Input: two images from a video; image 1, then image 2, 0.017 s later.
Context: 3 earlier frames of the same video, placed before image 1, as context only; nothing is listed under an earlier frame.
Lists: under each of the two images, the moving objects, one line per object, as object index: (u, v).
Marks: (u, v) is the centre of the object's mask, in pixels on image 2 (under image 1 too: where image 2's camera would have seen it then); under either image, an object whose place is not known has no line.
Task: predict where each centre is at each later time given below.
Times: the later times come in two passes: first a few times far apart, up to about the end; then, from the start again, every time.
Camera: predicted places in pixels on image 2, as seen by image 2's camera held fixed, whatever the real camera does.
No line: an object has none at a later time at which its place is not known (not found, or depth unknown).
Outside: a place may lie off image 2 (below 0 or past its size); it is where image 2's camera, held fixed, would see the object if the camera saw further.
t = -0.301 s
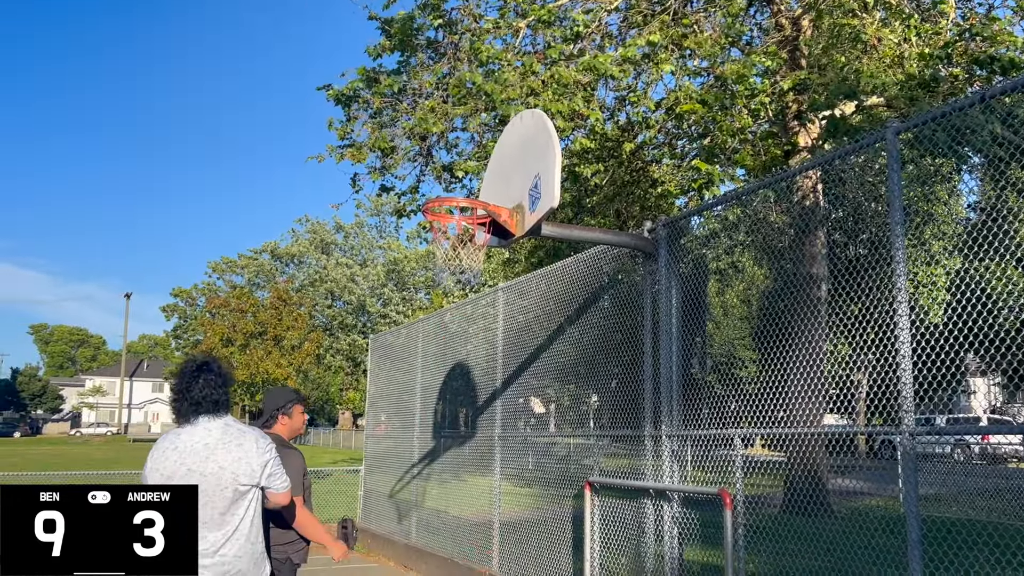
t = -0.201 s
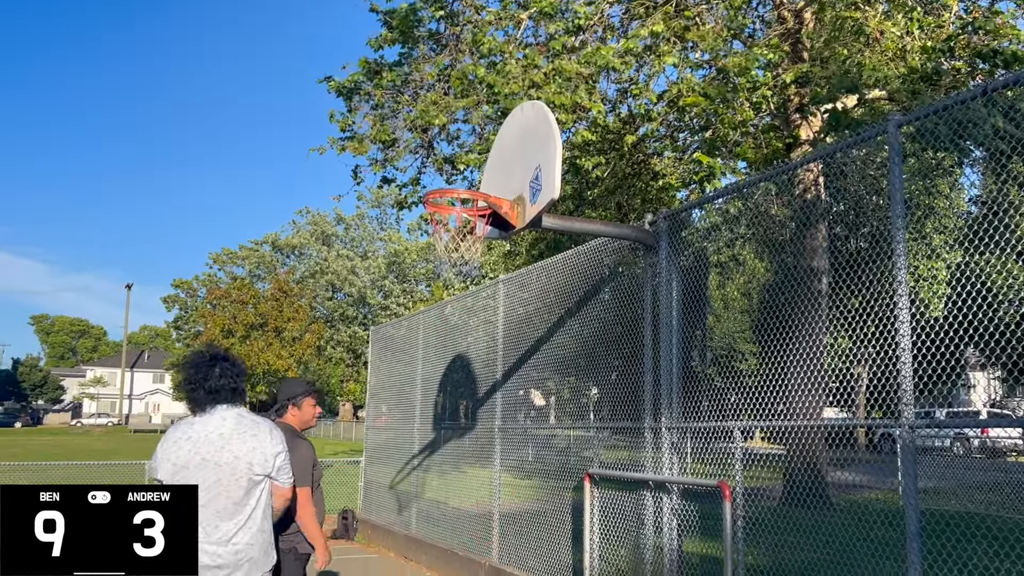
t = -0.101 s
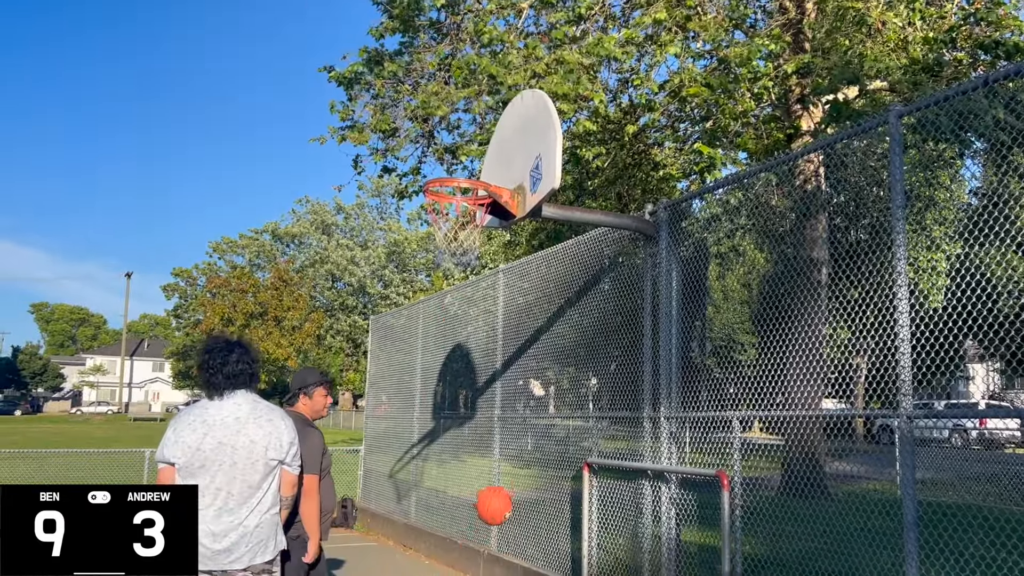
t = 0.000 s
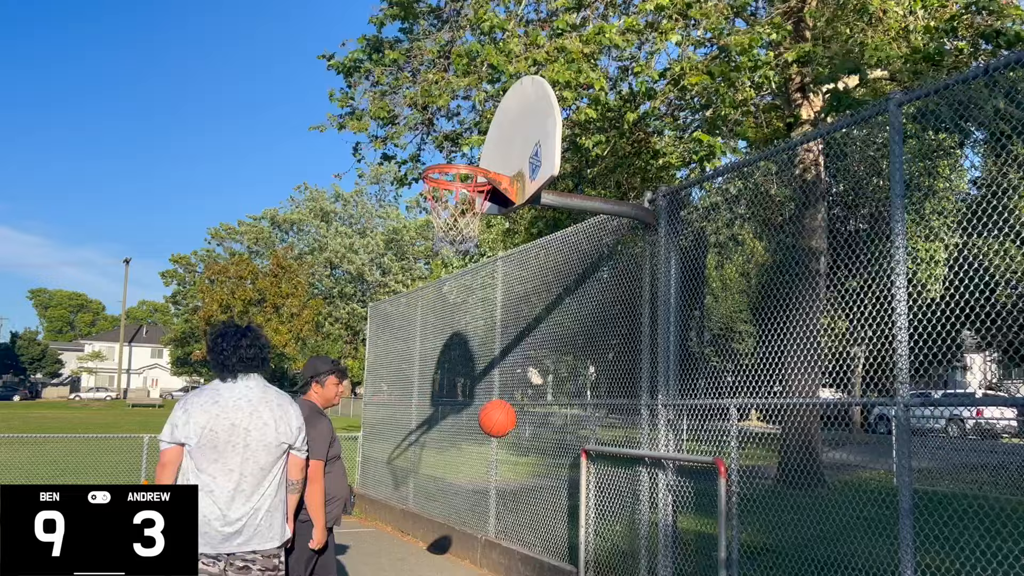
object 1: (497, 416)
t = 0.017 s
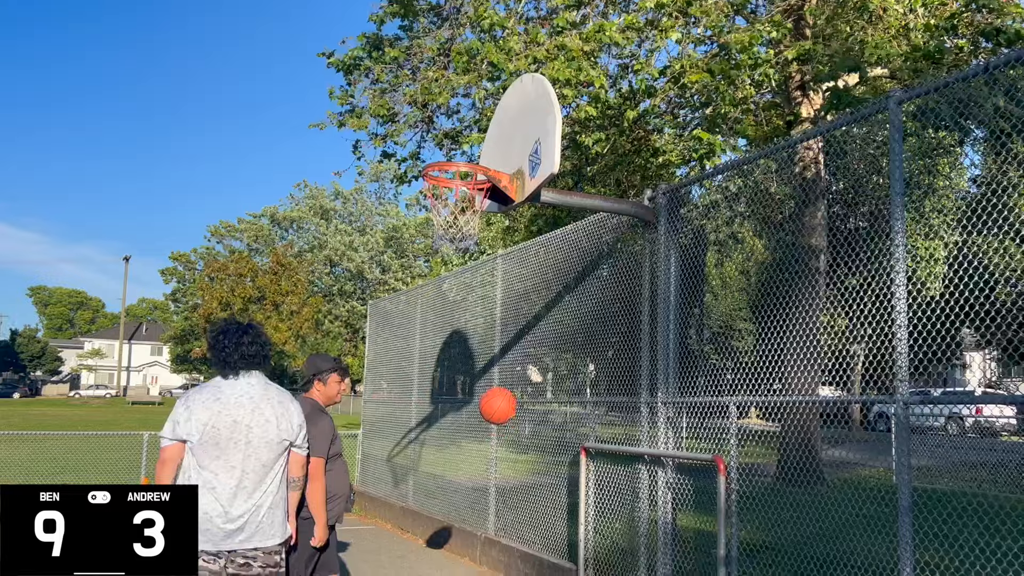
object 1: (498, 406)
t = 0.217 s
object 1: (506, 312)
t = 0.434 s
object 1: (511, 280)
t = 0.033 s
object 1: (498, 395)
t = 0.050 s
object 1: (499, 385)
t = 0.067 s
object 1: (500, 376)
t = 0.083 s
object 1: (501, 368)
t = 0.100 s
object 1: (501, 359)
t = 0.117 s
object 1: (502, 351)
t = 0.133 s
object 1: (503, 343)
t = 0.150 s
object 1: (503, 336)
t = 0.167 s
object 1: (504, 330)
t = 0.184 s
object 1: (505, 323)
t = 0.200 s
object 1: (505, 318)
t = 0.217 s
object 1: (506, 312)
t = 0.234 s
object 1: (506, 307)
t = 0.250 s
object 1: (507, 303)
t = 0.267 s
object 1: (507, 299)
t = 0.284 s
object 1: (508, 295)
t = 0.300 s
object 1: (508, 292)
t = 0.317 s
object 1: (508, 289)
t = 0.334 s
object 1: (509, 286)
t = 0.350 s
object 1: (509, 284)
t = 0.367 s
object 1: (509, 282)
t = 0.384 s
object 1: (510, 281)
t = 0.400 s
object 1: (510, 281)
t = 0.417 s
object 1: (510, 280)
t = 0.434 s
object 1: (511, 280)
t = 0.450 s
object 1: (511, 281)
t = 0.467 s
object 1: (511, 281)
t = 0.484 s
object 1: (511, 281)
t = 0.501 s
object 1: (511, 284)
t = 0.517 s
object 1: (511, 285)
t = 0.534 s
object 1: (512, 288)
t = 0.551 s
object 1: (511, 290)
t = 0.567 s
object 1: (513, 294)
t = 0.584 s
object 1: (513, 298)
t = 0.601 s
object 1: (513, 302)
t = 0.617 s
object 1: (513, 307)
